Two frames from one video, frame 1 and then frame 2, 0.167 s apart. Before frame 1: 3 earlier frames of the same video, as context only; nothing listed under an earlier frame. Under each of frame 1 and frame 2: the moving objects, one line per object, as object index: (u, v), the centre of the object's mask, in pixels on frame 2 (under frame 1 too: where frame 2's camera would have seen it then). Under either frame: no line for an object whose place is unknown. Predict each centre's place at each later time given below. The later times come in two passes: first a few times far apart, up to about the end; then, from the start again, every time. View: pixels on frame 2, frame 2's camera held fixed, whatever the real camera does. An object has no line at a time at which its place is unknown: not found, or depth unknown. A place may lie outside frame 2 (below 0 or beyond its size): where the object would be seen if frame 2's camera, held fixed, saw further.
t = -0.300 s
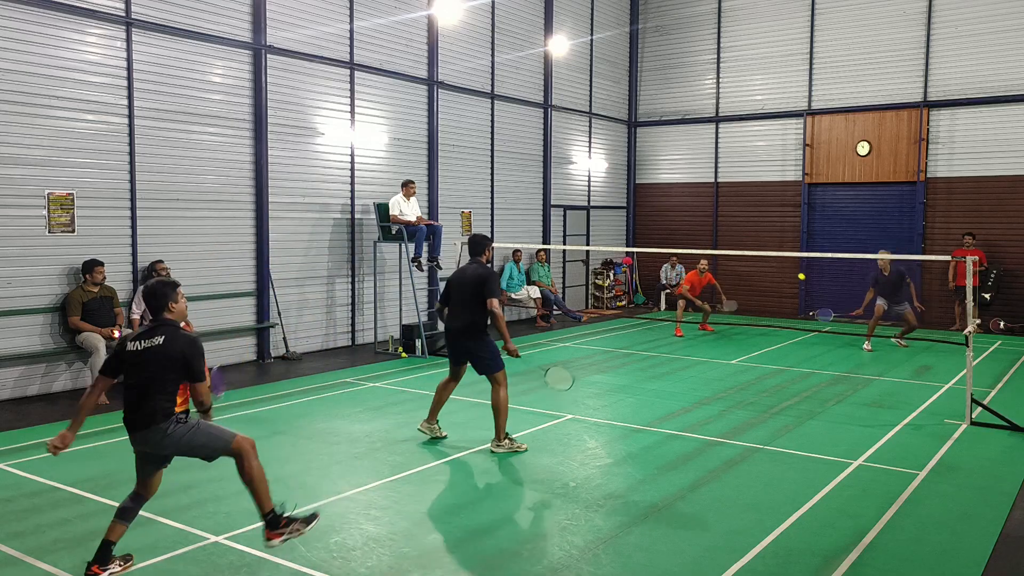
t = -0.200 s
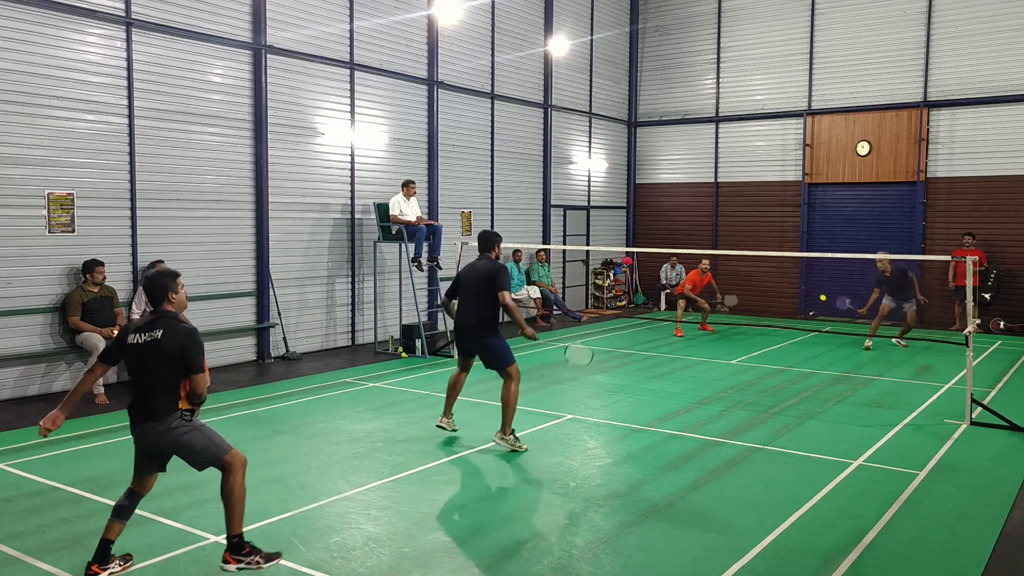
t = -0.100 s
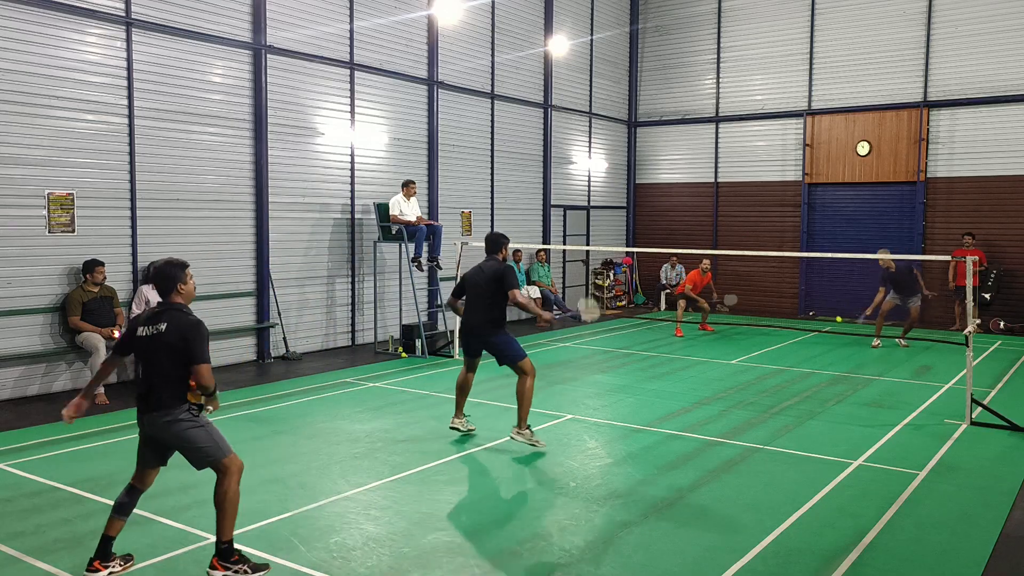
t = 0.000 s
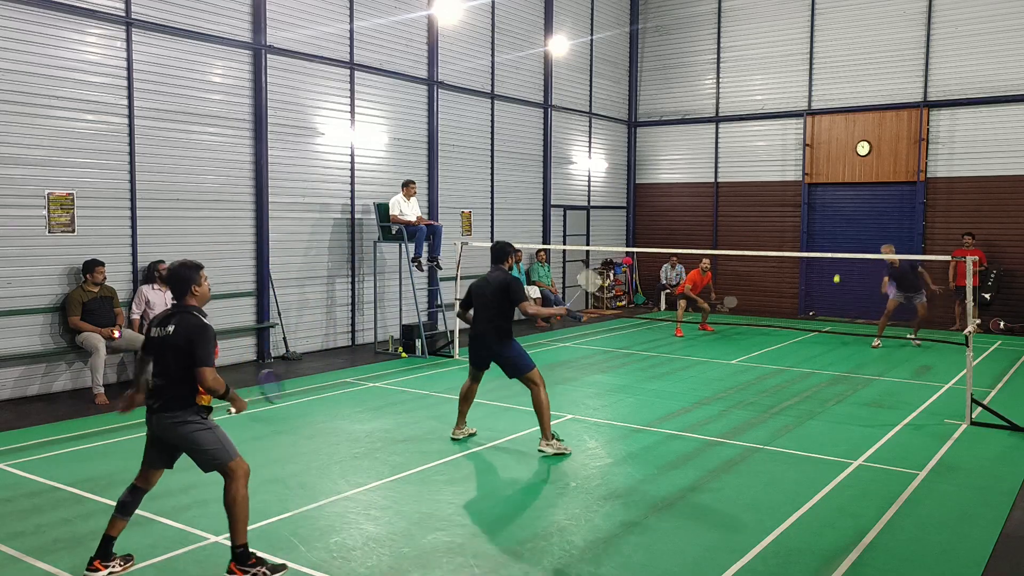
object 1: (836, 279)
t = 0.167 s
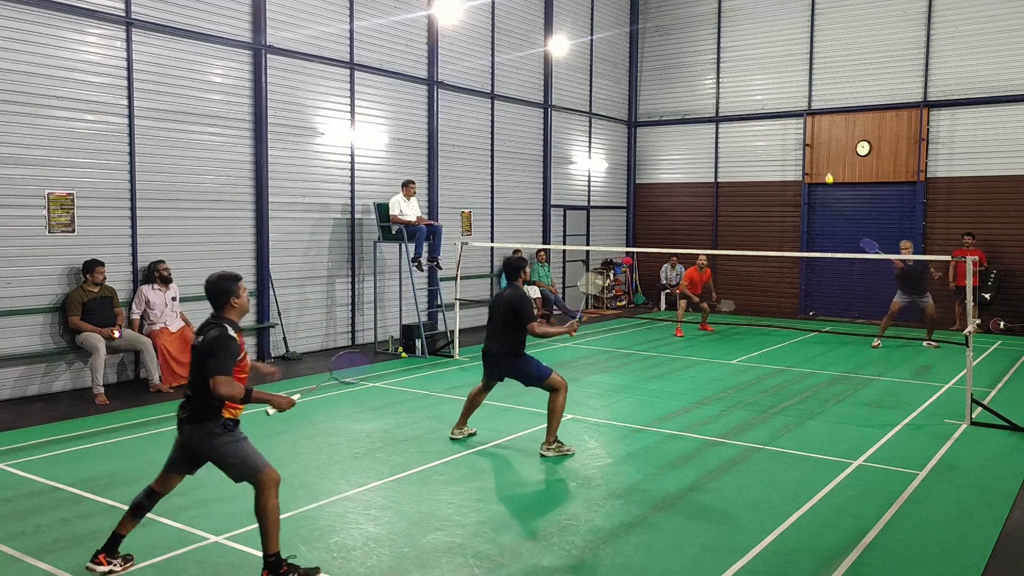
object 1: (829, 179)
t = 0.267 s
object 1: (823, 135)
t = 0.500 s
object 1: (809, 79)
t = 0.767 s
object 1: (784, 105)
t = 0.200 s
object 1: (827, 163)
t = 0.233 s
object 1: (825, 149)
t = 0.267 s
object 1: (823, 135)
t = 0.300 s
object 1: (821, 123)
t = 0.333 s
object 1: (820, 113)
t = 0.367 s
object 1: (817, 103)
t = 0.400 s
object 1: (815, 96)
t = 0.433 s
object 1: (813, 88)
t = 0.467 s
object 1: (811, 83)
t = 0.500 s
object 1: (809, 79)
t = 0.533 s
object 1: (806, 77)
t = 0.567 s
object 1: (804, 76)
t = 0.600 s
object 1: (801, 76)
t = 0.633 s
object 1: (798, 78)
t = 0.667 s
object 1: (794, 82)
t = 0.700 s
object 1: (791, 88)
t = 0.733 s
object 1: (788, 95)
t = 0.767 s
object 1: (784, 105)
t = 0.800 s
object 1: (780, 116)
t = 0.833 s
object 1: (775, 130)
